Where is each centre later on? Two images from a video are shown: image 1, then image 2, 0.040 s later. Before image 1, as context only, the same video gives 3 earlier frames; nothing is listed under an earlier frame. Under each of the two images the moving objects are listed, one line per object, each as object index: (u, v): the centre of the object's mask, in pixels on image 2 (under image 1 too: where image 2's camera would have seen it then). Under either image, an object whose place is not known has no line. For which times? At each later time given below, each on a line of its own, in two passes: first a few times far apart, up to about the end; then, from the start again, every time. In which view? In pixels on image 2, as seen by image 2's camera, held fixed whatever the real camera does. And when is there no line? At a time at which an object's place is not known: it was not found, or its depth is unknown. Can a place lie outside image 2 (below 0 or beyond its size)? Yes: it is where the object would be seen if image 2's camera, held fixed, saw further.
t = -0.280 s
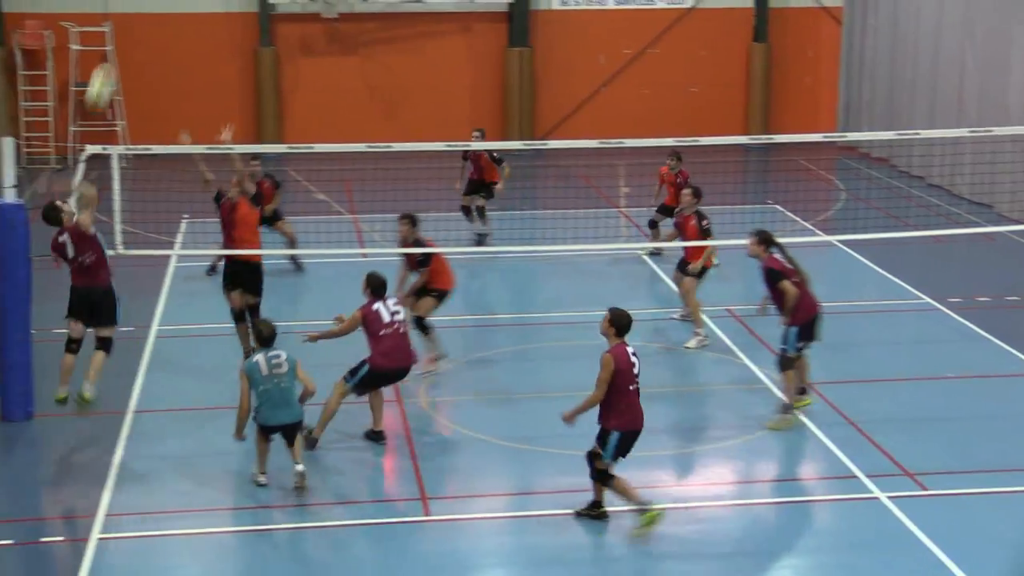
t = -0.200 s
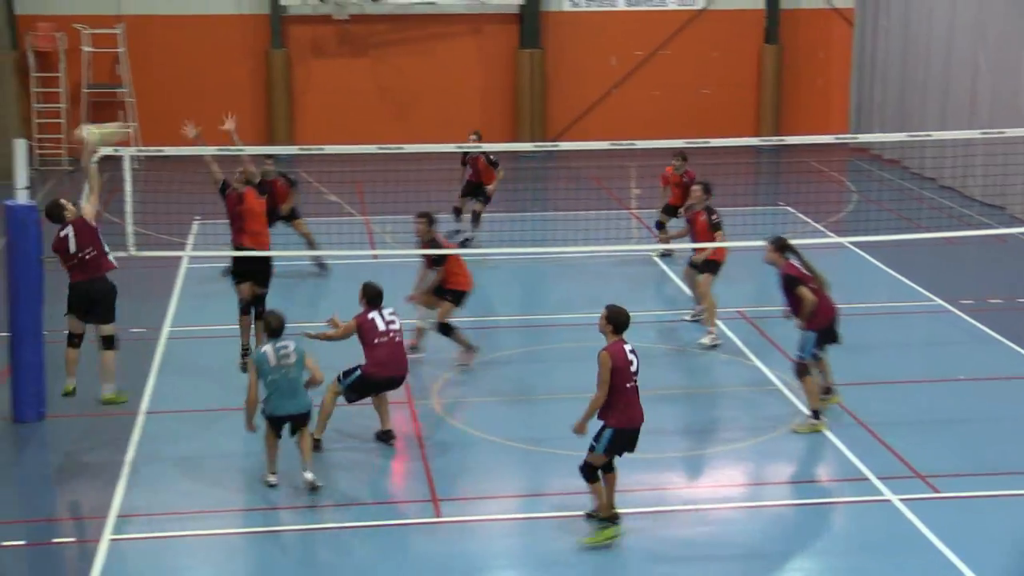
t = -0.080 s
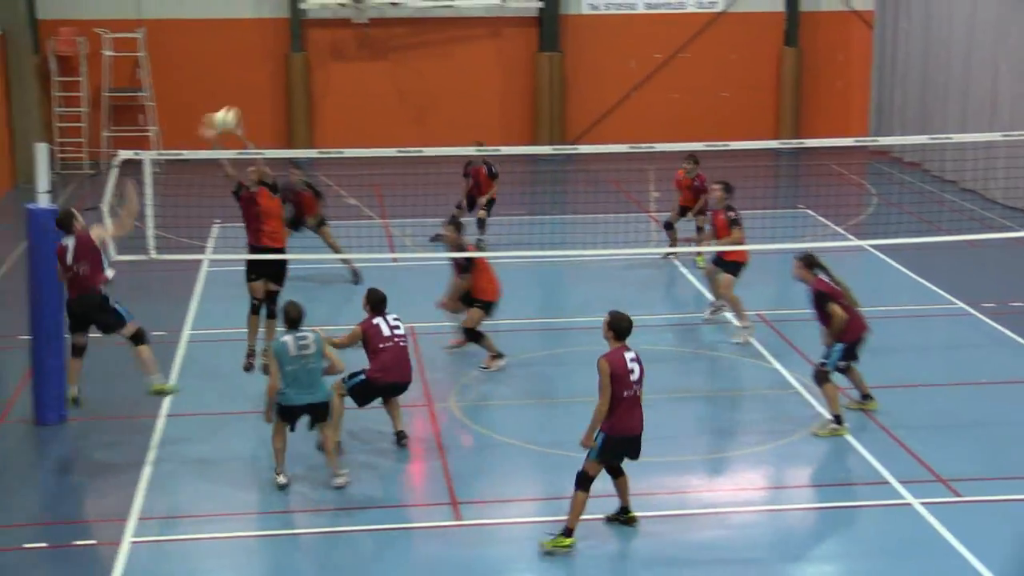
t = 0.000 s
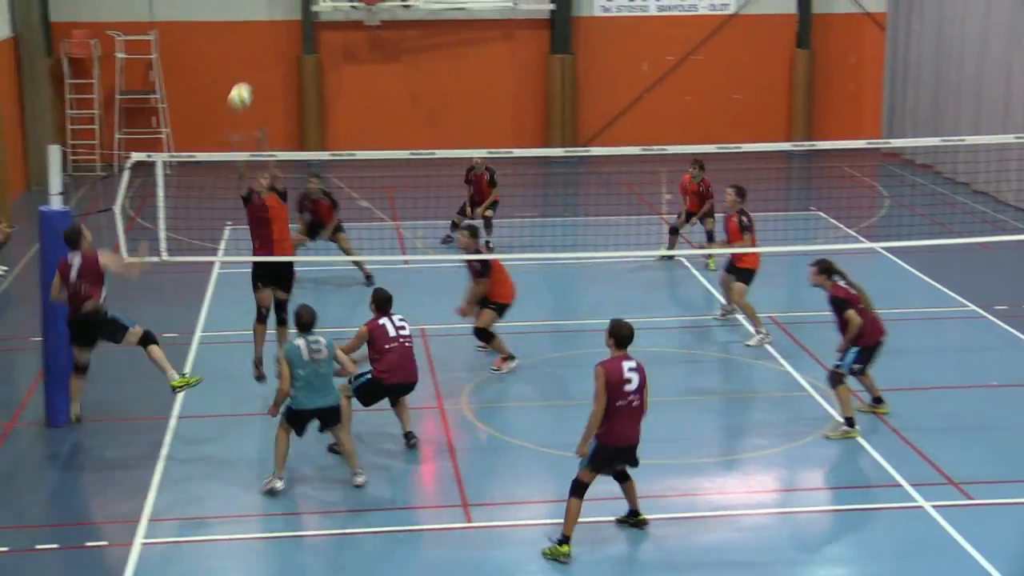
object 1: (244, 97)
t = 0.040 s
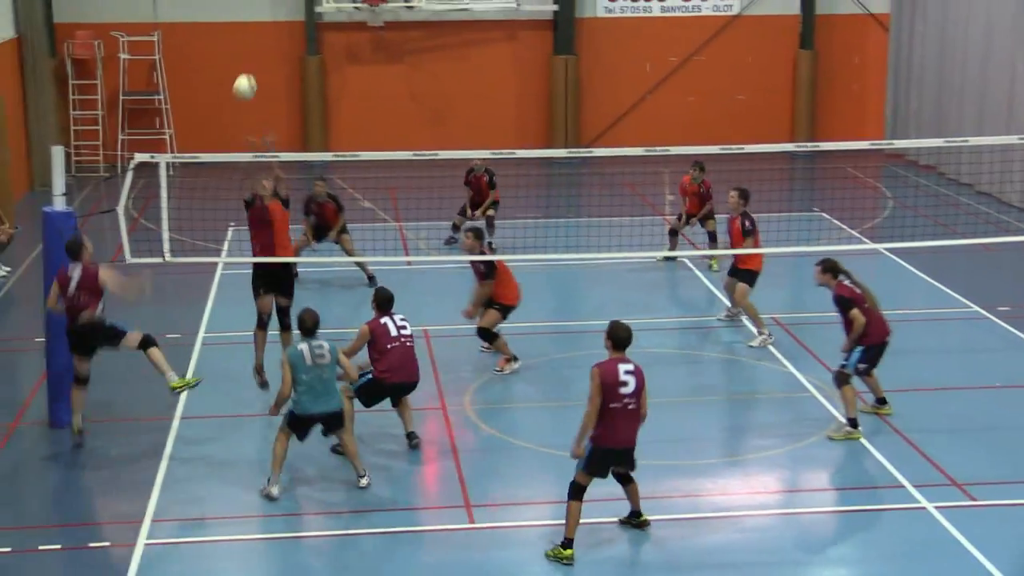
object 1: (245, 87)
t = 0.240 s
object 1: (251, 59)
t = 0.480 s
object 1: (259, 79)
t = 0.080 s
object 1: (246, 78)
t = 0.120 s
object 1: (247, 71)
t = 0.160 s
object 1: (248, 65)
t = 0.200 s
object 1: (249, 62)
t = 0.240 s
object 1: (251, 59)
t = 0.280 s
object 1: (252, 59)
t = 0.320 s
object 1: (253, 60)
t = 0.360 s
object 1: (255, 62)
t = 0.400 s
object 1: (256, 66)
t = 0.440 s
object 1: (258, 72)
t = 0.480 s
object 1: (259, 79)
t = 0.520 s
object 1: (261, 88)
